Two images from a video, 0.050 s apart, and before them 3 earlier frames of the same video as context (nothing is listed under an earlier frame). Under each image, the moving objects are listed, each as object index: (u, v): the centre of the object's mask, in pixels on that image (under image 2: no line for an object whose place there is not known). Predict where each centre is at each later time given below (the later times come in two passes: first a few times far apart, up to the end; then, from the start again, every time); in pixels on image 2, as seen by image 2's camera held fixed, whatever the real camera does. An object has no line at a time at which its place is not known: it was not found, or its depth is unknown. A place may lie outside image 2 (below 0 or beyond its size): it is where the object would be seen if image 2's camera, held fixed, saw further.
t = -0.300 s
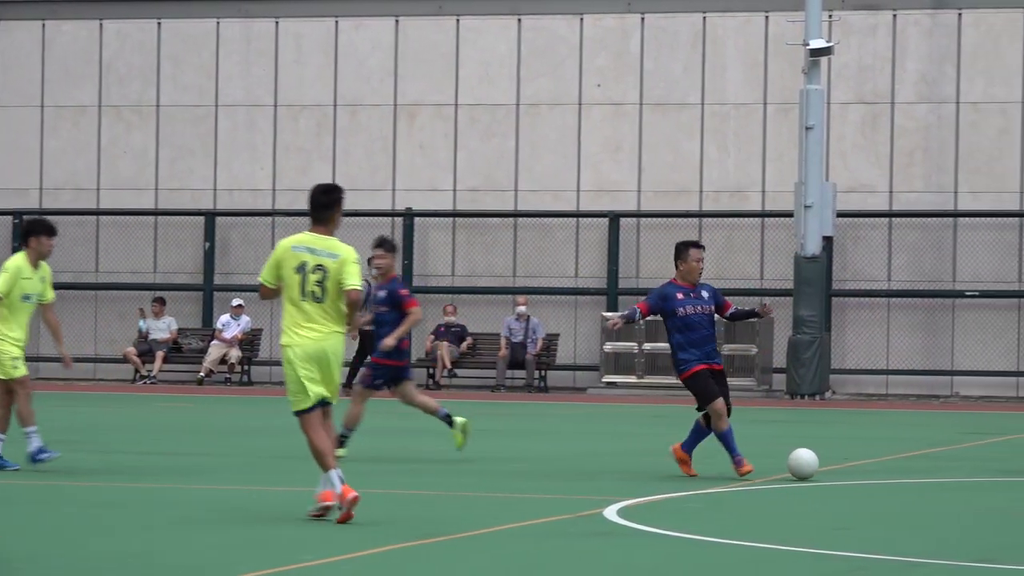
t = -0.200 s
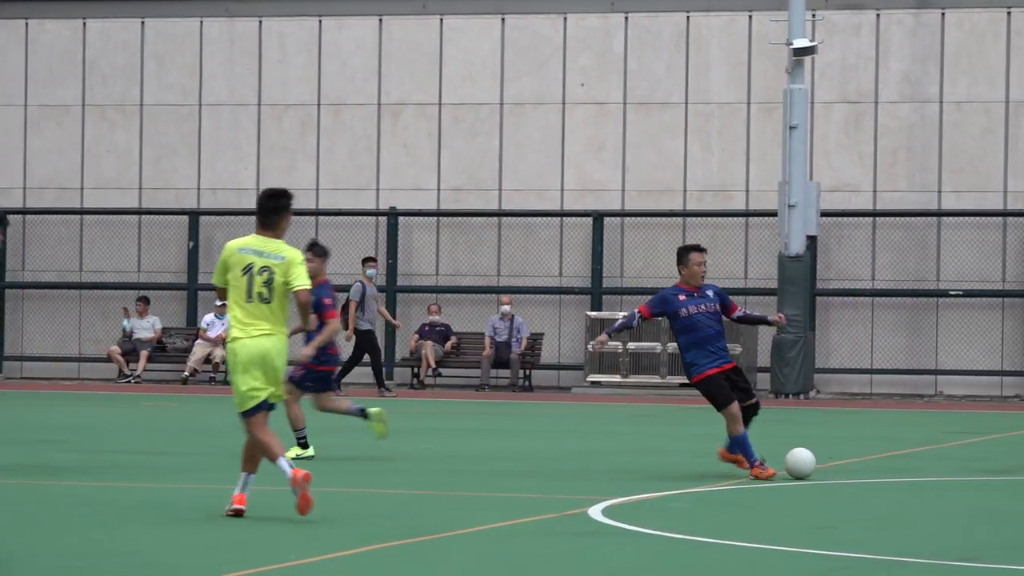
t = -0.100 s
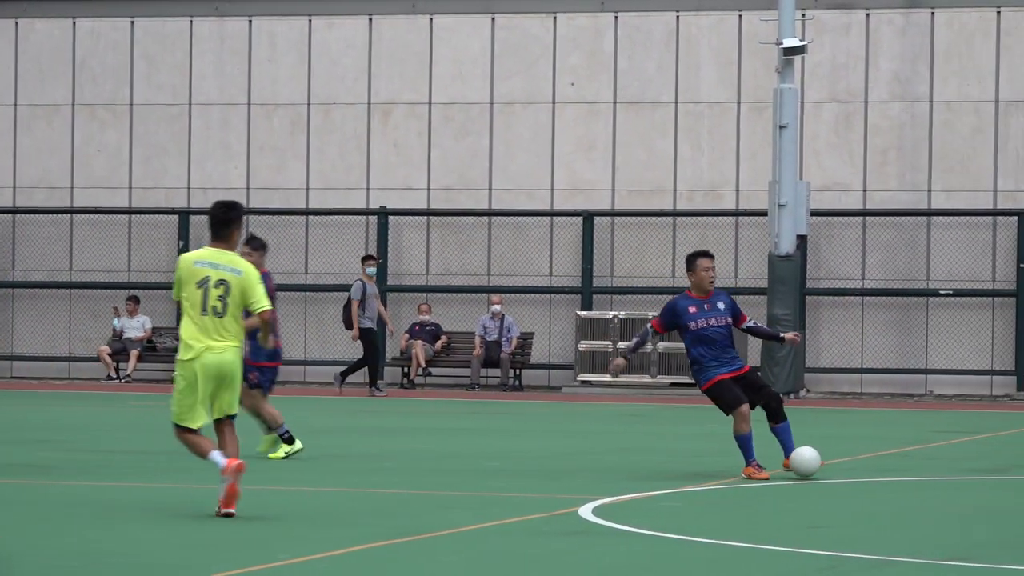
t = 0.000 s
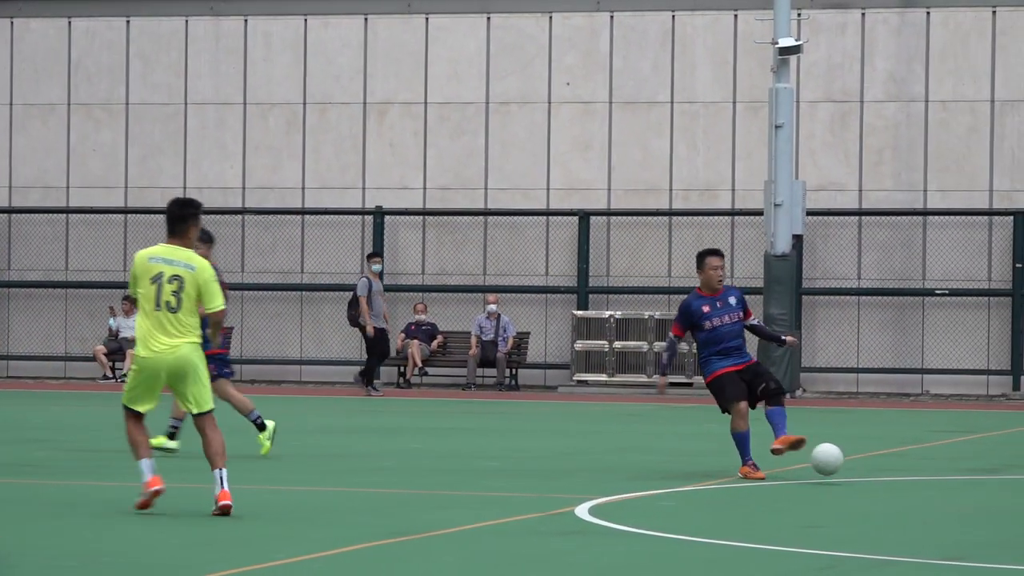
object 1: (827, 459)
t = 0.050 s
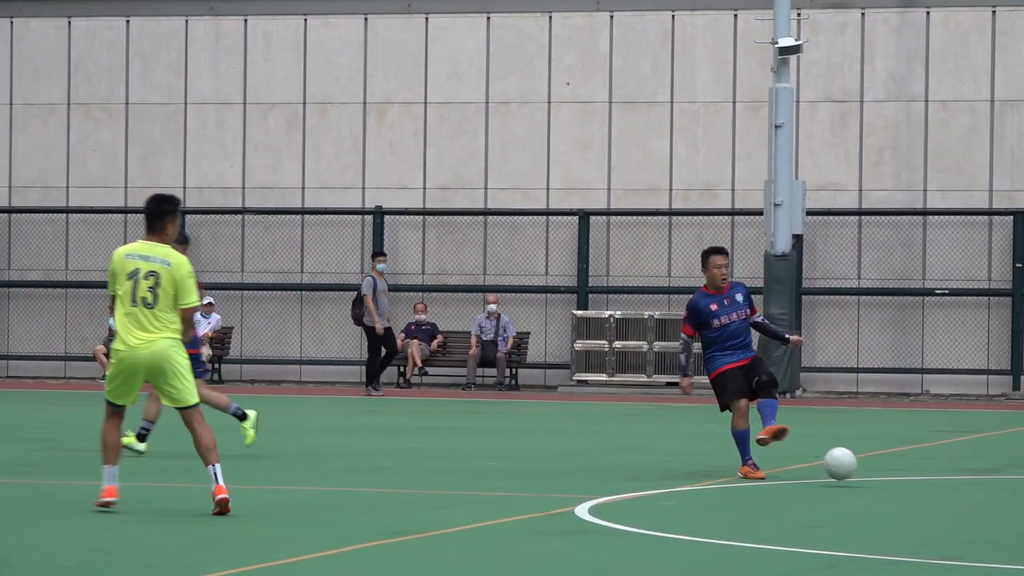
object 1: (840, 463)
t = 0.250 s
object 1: (889, 475)
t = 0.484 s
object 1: (942, 488)
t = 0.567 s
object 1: (961, 493)
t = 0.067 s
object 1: (844, 466)
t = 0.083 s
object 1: (849, 469)
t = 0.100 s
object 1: (853, 472)
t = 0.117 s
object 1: (857, 473)
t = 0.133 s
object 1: (861, 472)
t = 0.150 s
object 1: (865, 471)
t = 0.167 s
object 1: (869, 471)
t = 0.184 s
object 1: (873, 471)
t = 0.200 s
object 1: (877, 471)
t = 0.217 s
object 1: (881, 472)
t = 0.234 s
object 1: (885, 473)
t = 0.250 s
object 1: (889, 475)
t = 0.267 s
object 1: (893, 477)
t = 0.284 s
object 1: (898, 480)
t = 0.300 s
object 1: (902, 482)
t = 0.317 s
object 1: (905, 481)
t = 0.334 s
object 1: (909, 481)
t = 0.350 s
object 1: (913, 480)
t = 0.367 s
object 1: (917, 480)
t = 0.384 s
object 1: (920, 481)
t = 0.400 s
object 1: (924, 482)
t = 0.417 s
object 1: (928, 484)
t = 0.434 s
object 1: (932, 486)
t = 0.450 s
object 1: (935, 488)
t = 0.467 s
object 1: (939, 488)
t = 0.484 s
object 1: (942, 488)
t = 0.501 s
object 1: (946, 488)
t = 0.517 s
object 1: (949, 488)
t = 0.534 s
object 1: (953, 489)
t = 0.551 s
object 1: (957, 491)
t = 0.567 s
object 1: (961, 493)
